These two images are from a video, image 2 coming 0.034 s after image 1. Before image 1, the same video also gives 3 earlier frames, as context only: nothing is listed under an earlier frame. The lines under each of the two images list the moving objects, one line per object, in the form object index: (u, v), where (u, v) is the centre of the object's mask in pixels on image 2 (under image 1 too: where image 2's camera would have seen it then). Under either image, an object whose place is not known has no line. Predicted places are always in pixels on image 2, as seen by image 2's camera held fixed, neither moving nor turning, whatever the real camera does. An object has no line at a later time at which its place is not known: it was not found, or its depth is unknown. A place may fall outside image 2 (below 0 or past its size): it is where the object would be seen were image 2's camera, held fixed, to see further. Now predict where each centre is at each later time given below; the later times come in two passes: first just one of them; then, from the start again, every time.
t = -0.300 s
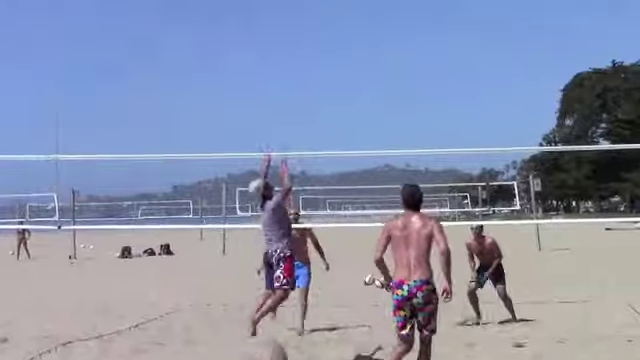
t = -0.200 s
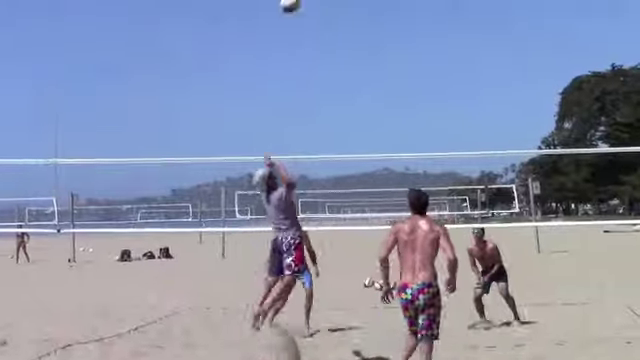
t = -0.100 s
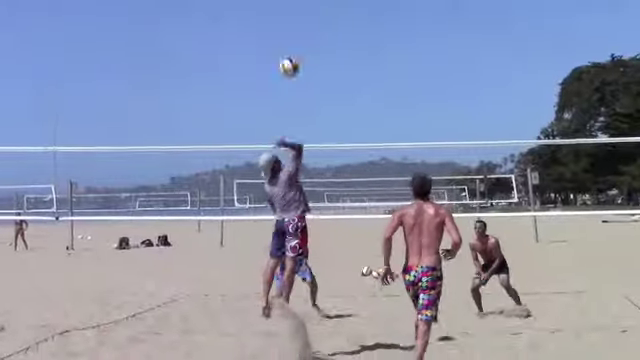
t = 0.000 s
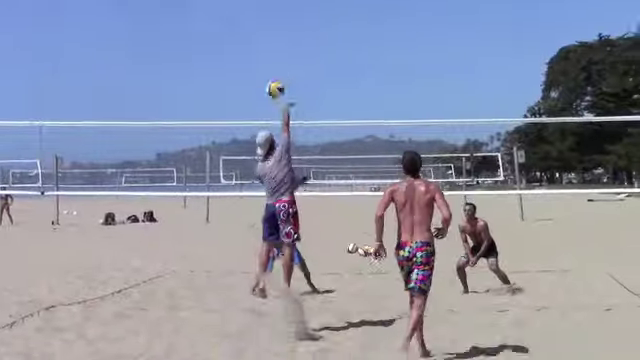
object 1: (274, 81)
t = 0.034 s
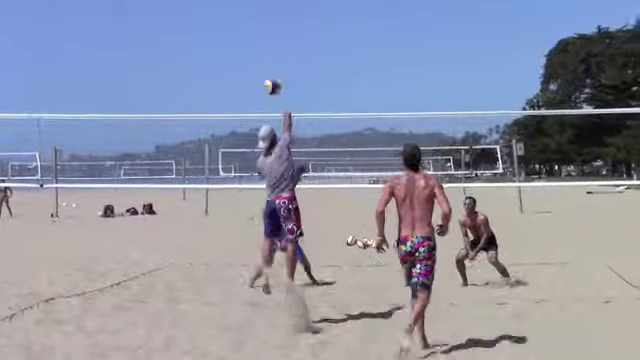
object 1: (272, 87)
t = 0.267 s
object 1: (265, 138)
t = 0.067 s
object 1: (272, 91)
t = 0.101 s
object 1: (272, 97)
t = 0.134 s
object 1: (271, 104)
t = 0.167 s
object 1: (270, 111)
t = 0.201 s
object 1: (270, 122)
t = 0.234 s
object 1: (268, 127)
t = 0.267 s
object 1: (265, 138)
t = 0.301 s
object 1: (266, 147)
